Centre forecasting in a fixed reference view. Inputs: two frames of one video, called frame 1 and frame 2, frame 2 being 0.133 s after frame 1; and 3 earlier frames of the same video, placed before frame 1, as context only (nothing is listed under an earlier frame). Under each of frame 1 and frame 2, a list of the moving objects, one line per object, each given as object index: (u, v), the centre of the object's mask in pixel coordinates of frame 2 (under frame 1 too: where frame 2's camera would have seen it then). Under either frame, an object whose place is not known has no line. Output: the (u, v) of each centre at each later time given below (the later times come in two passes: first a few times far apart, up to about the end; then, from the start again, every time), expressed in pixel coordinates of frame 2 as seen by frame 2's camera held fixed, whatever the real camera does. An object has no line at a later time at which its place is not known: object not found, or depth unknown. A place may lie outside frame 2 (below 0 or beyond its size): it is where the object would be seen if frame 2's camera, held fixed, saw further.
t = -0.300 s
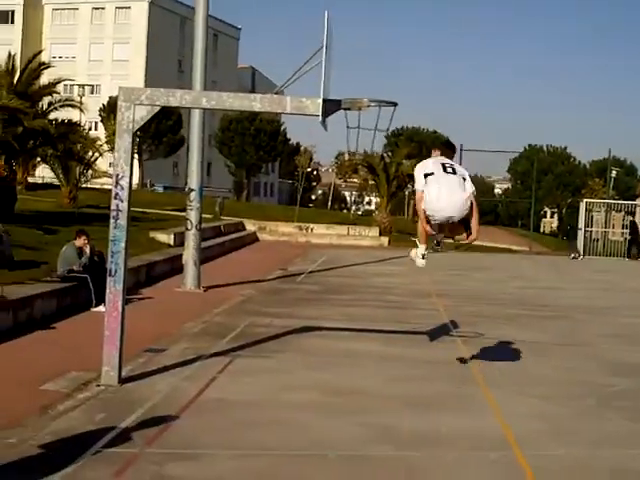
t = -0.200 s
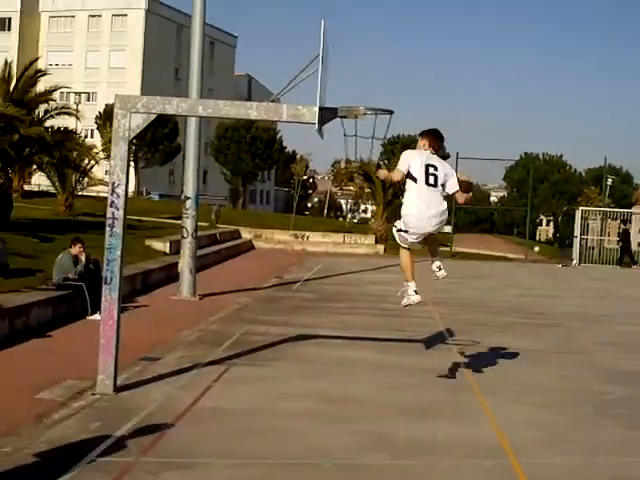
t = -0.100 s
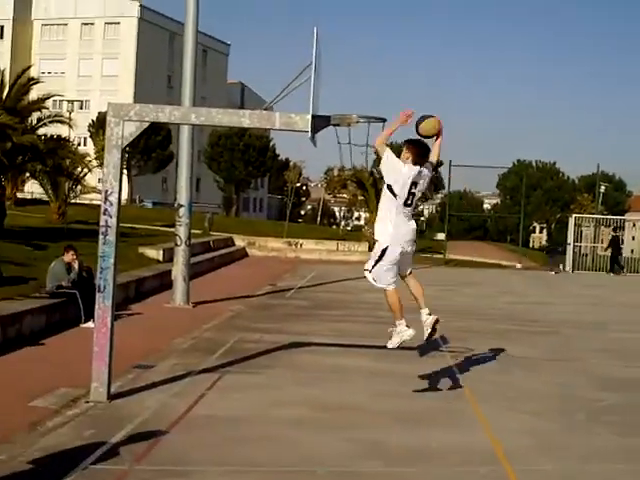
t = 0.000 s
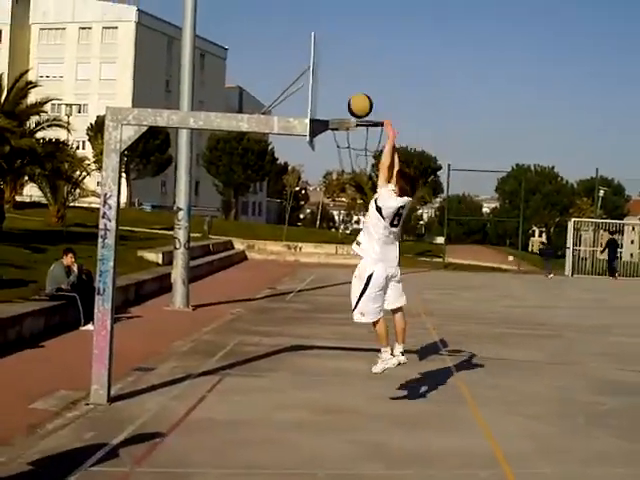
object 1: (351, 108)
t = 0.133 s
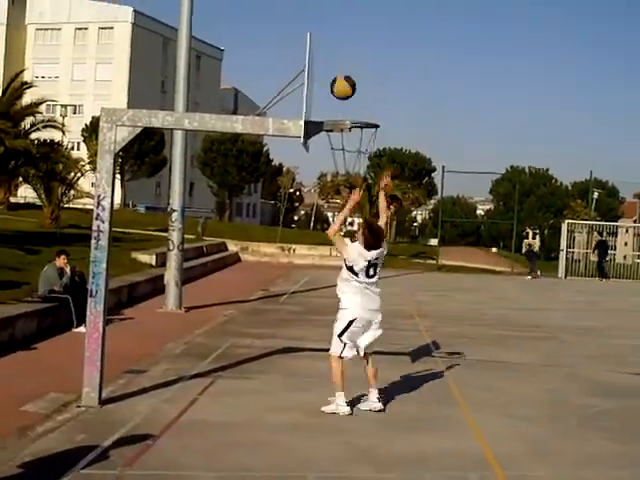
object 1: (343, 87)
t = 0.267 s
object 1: (372, 51)
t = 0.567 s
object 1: (444, 44)
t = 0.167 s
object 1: (352, 75)
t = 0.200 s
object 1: (356, 67)
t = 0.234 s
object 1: (365, 59)
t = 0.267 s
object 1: (372, 51)
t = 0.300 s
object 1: (380, 45)
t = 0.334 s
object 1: (387, 40)
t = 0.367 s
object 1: (395, 35)
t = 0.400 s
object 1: (403, 34)
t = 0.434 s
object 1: (410, 33)
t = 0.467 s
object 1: (418, 34)
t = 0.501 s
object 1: (428, 35)
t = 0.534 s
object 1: (436, 39)
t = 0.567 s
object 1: (444, 44)
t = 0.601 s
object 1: (454, 50)
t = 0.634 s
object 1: (463, 57)
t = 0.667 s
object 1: (472, 67)
